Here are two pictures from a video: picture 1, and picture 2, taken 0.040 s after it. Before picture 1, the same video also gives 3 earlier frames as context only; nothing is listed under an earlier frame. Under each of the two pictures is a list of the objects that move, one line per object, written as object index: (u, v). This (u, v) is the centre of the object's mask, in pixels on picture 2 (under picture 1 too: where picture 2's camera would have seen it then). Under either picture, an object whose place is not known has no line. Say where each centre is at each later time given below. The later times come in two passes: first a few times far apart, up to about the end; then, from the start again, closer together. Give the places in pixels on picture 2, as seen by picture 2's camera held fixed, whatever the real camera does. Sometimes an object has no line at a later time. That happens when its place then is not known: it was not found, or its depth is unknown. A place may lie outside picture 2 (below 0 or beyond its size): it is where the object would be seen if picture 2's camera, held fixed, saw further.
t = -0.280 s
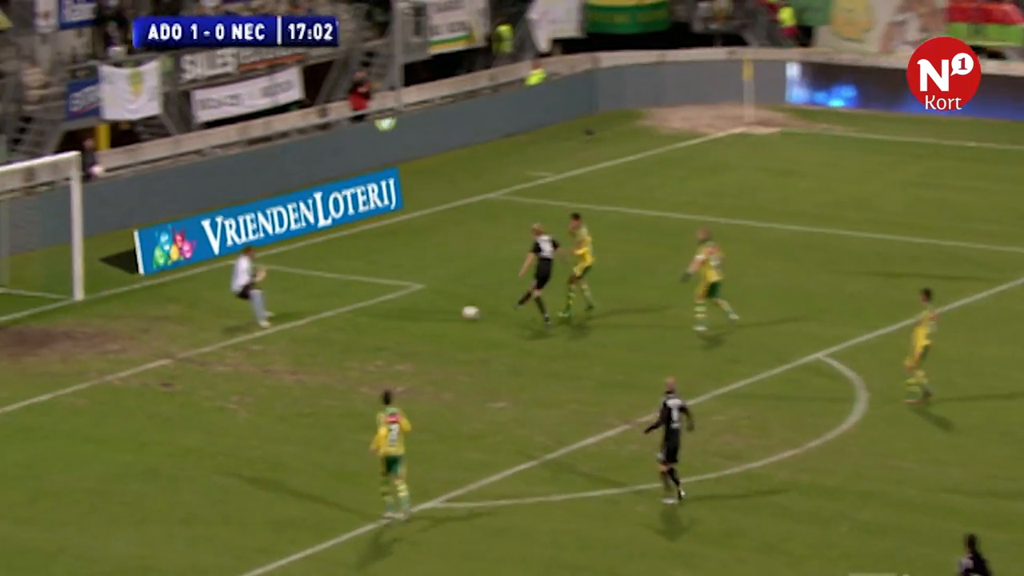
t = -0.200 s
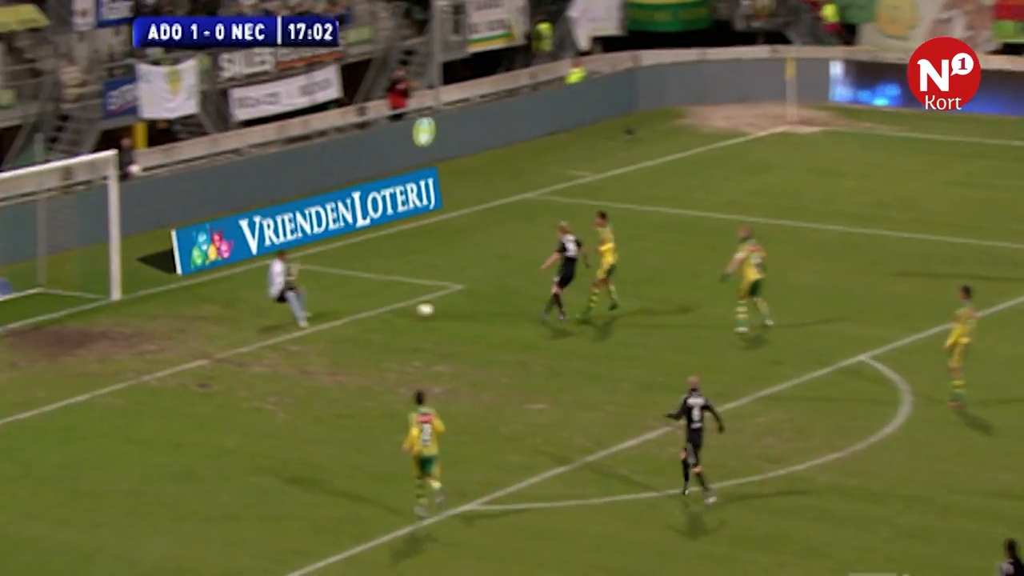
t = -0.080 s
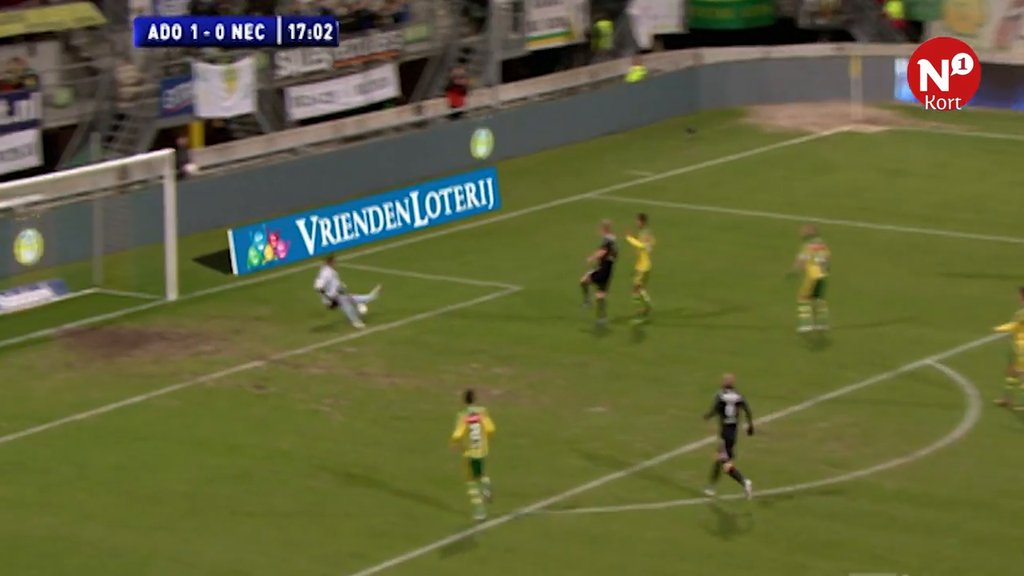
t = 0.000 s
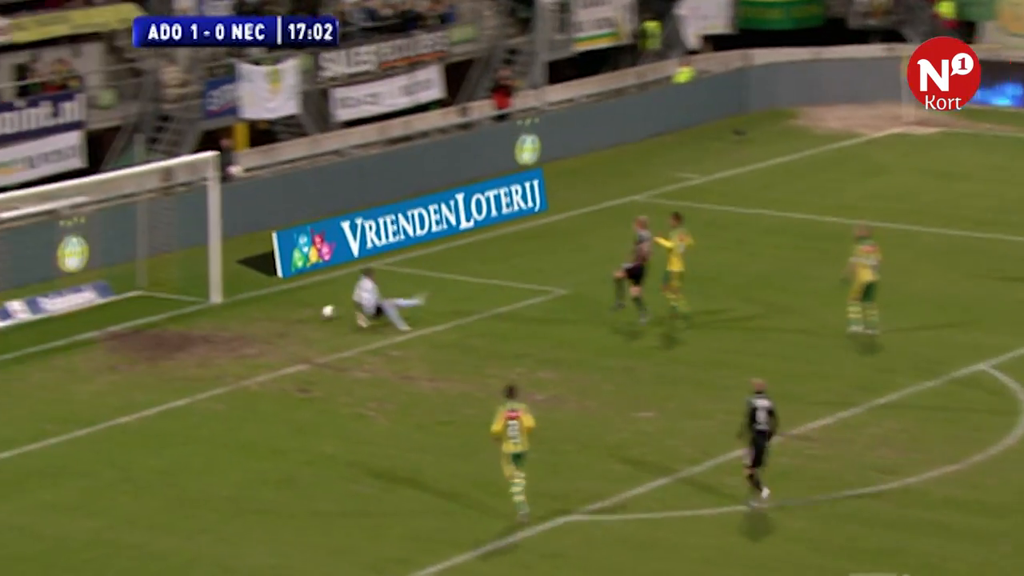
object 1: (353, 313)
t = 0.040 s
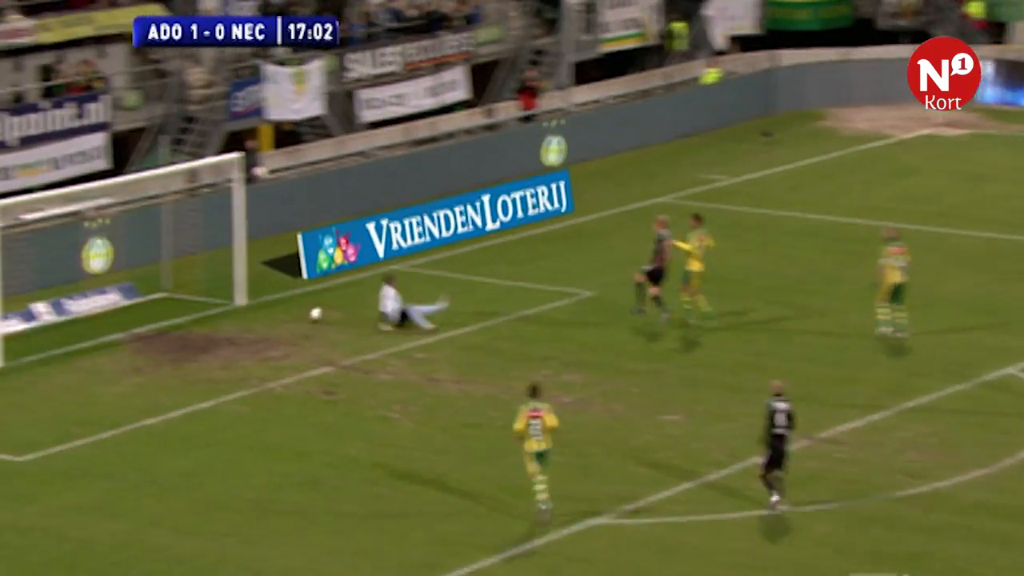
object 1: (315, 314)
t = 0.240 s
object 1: (140, 311)
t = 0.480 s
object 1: (33, 276)
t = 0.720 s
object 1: (34, 244)
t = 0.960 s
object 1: (41, 247)
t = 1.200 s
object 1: (50, 284)
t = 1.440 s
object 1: (52, 316)
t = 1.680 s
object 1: (39, 299)
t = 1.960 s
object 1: (27, 323)
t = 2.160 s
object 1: (19, 323)
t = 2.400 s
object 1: (9, 336)
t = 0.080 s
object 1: (280, 313)
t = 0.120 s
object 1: (244, 311)
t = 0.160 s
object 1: (209, 310)
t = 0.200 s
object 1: (174, 310)
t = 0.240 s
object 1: (140, 311)
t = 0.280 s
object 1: (107, 311)
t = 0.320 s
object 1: (75, 309)
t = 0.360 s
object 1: (54, 301)
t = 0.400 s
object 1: (43, 292)
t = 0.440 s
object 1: (37, 284)
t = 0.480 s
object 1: (33, 276)
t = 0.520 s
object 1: (31, 268)
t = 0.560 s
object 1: (31, 262)
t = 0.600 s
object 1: (31, 256)
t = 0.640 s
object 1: (31, 251)
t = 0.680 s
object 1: (32, 247)
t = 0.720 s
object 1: (34, 244)
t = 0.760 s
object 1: (35, 242)
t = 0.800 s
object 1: (36, 242)
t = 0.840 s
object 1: (37, 241)
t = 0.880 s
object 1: (38, 243)
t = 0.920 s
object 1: (40, 244)
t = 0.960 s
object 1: (41, 247)
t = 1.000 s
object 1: (42, 250)
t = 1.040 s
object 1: (44, 255)
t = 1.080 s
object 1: (45, 261)
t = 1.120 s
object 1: (47, 268)
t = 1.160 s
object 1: (48, 276)
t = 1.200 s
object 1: (50, 284)
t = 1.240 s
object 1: (51, 293)
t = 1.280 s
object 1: (53, 303)
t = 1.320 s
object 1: (54, 314)
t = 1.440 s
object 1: (52, 316)
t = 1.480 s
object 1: (50, 311)
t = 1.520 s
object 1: (46, 308)
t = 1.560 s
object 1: (46, 303)
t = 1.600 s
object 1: (43, 301)
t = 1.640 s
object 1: (41, 299)
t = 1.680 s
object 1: (39, 299)
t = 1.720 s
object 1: (37, 300)
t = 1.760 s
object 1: (35, 301)
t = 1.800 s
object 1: (34, 303)
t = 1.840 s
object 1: (32, 307)
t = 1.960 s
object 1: (27, 323)
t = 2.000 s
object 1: (25, 331)
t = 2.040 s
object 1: (24, 331)
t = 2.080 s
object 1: (22, 327)
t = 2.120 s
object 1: (21, 326)
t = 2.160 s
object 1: (19, 323)
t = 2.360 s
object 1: (11, 333)
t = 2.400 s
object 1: (9, 336)
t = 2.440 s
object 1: (8, 336)
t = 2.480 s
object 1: (6, 336)
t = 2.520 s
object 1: (5, 336)
